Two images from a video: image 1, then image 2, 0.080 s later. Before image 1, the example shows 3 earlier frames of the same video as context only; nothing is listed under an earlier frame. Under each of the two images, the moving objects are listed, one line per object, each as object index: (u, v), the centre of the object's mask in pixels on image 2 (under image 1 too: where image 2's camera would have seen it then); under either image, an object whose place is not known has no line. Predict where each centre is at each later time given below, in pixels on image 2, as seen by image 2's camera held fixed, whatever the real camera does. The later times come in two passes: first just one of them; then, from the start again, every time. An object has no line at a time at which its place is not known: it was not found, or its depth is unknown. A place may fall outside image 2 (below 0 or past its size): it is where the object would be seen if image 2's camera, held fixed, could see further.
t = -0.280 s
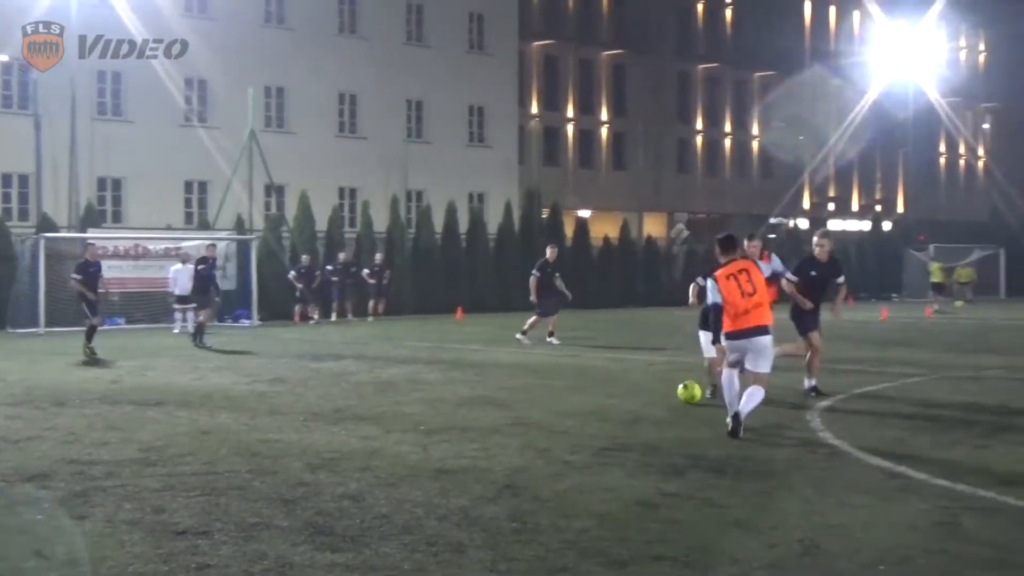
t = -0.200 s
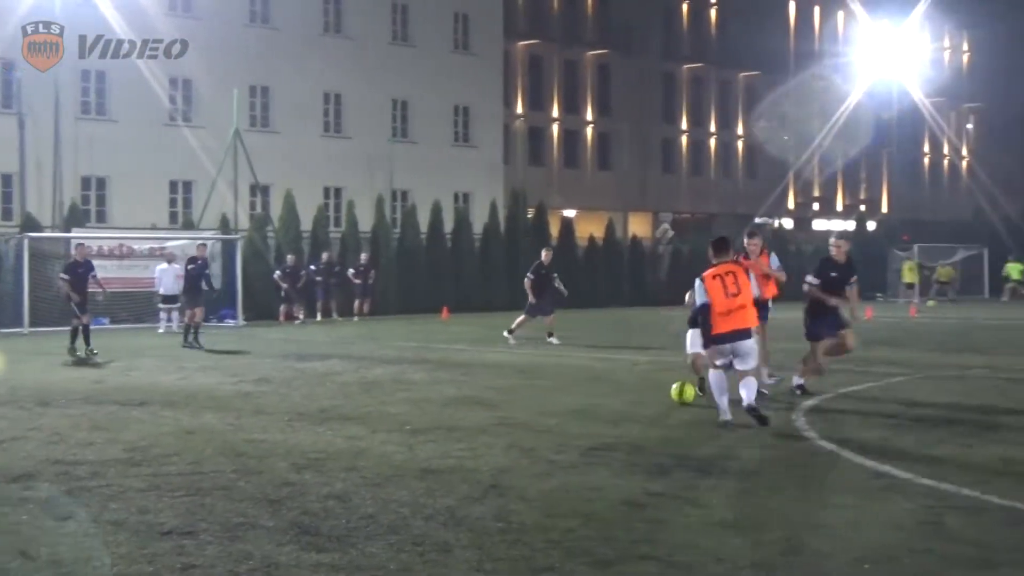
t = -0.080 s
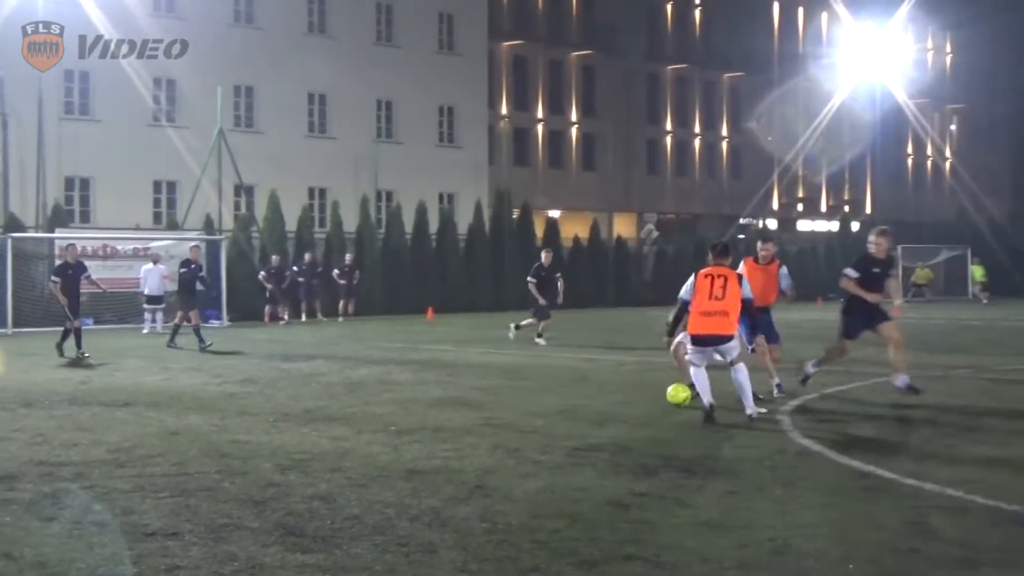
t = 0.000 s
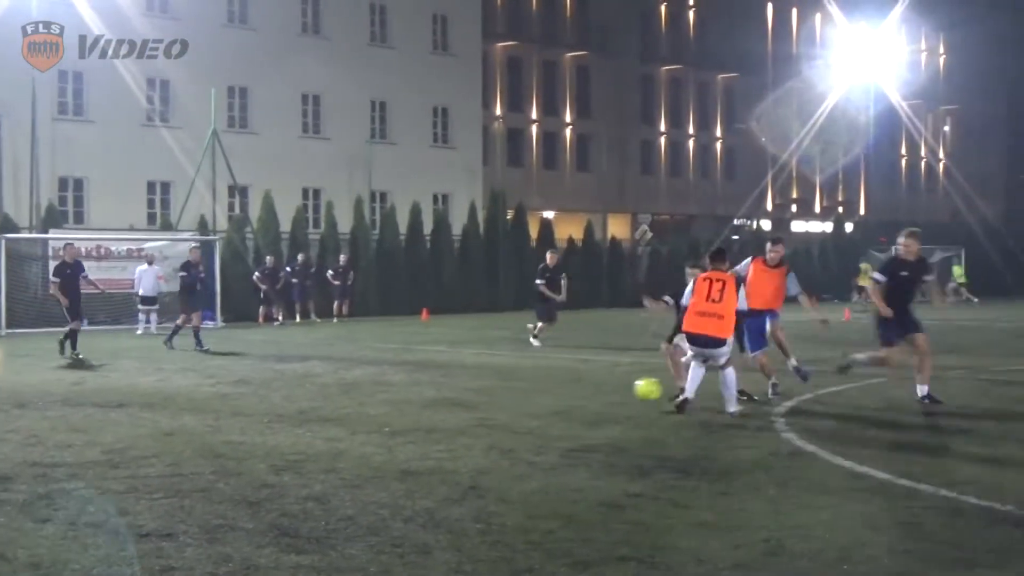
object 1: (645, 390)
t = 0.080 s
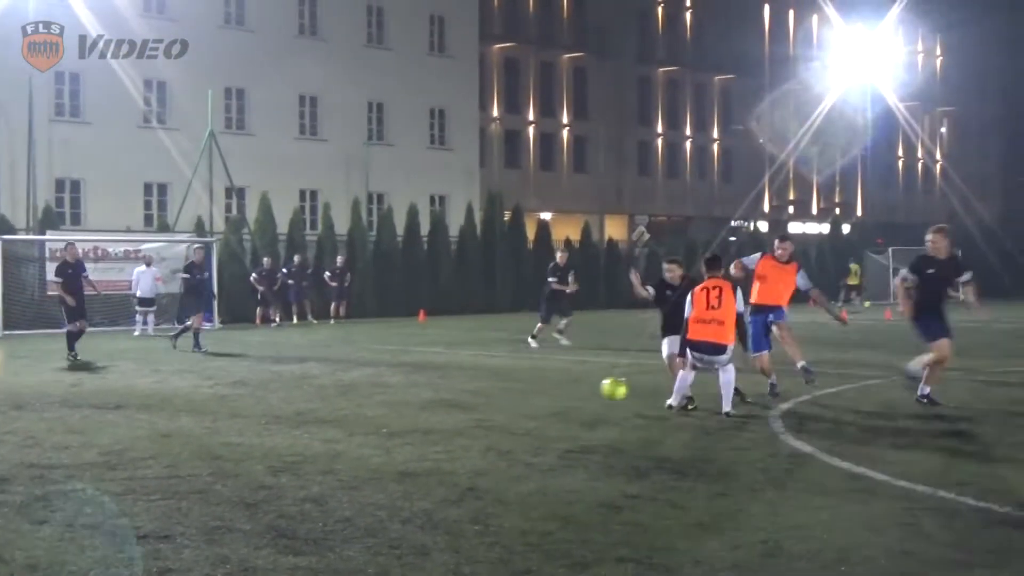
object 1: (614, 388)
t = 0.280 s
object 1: (541, 402)
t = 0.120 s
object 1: (598, 390)
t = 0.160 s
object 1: (583, 393)
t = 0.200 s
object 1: (567, 397)
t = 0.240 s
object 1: (551, 404)
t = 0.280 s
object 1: (541, 402)
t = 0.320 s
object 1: (532, 399)
